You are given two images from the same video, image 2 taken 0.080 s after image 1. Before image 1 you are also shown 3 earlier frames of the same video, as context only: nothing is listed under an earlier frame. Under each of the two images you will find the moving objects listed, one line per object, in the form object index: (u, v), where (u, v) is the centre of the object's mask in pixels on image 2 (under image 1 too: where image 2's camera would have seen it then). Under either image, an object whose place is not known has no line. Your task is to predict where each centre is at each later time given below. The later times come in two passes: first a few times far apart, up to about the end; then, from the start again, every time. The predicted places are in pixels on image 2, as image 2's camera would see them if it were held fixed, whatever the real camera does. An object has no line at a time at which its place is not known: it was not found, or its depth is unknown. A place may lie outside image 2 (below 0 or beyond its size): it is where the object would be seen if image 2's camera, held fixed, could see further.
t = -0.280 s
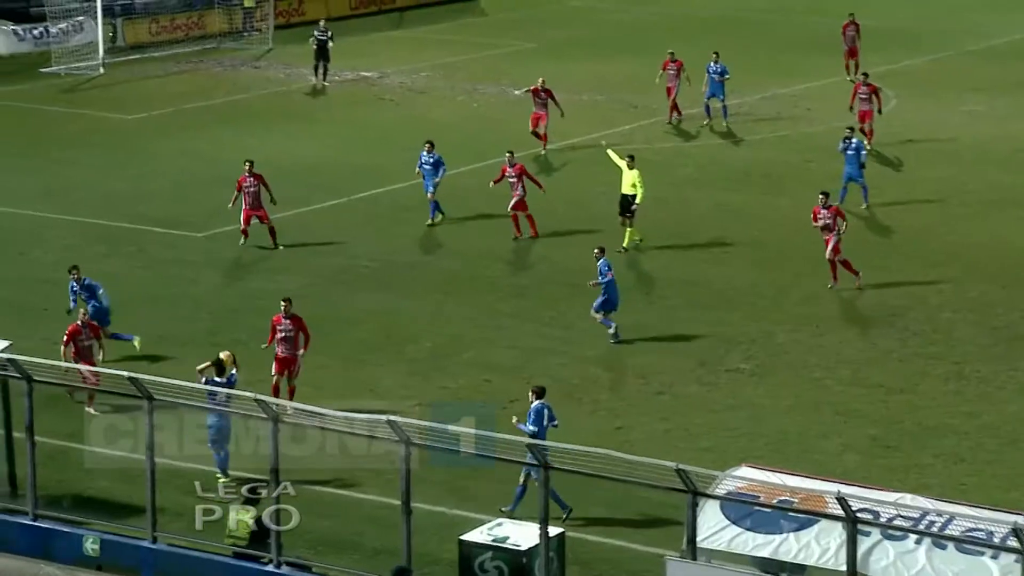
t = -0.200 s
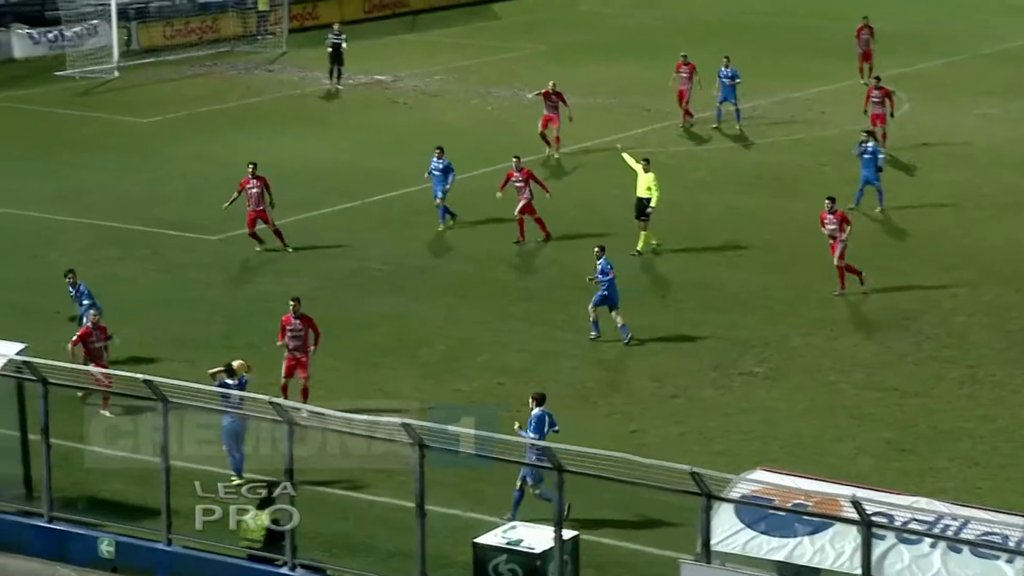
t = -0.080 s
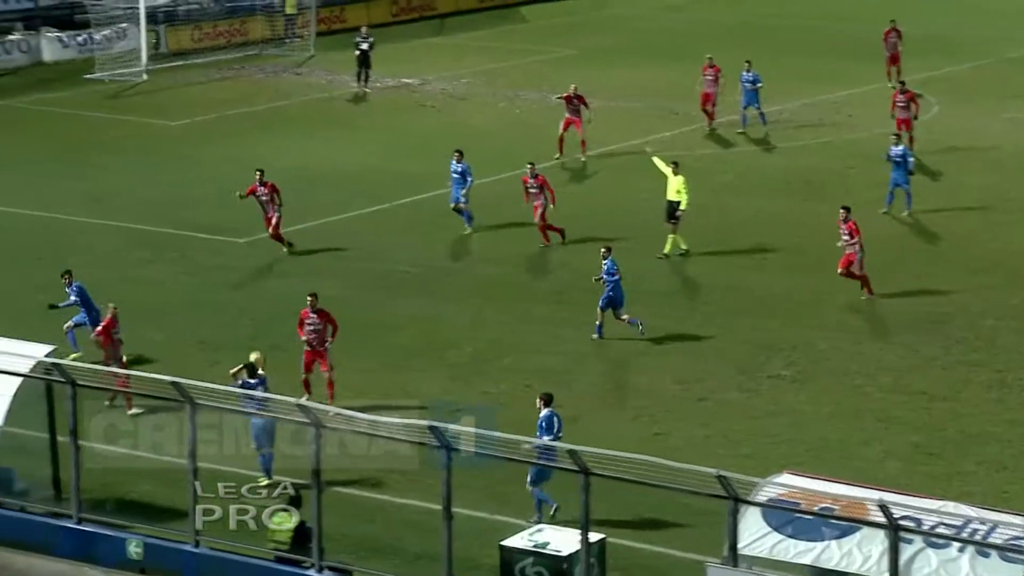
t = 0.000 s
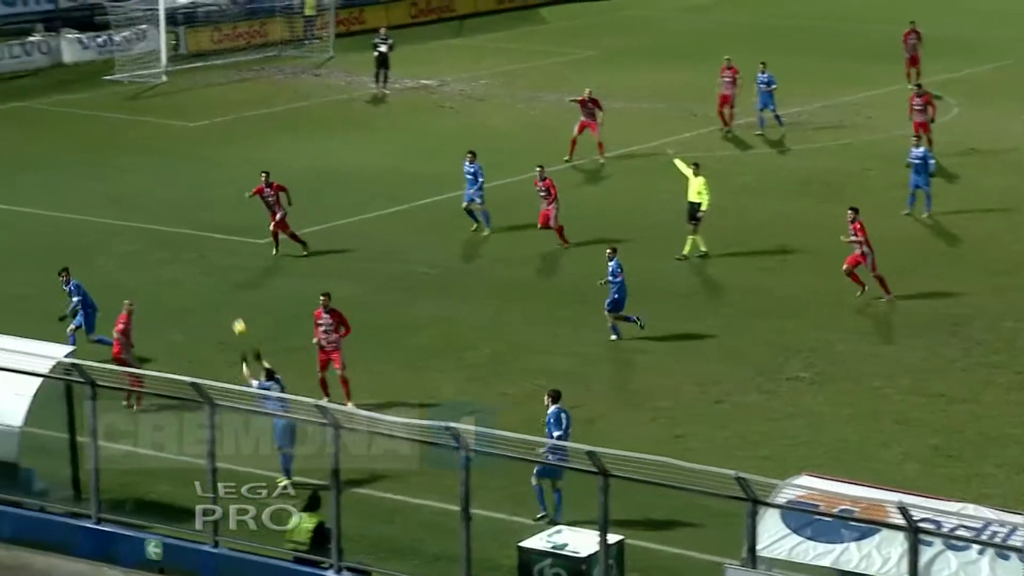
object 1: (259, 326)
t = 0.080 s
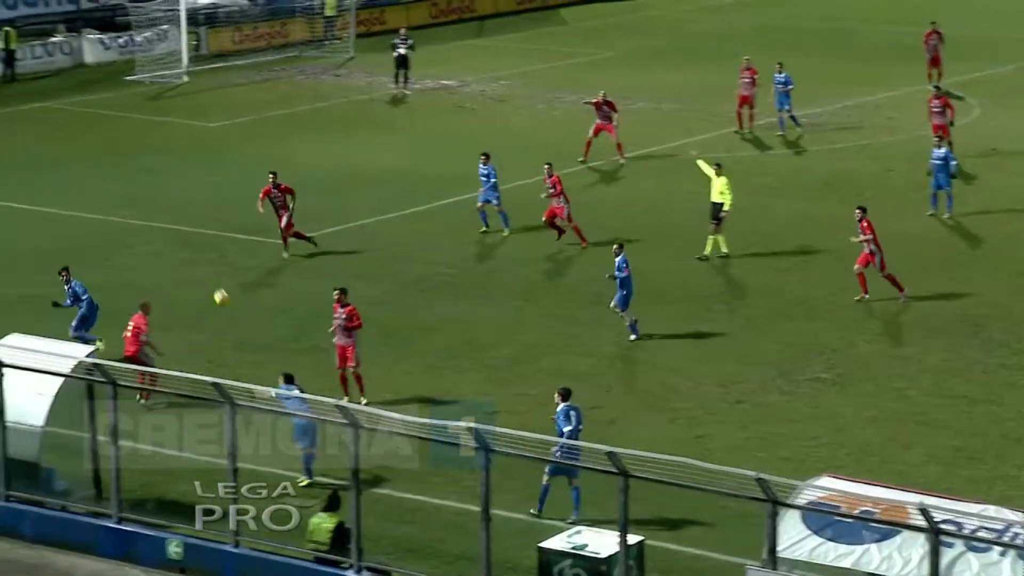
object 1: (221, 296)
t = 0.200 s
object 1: (164, 261)
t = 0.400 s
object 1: (76, 225)
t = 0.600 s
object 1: (-10, 214)
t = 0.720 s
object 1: (-59, 220)
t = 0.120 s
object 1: (201, 283)
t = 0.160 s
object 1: (182, 270)
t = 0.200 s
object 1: (164, 261)
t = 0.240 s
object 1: (146, 251)
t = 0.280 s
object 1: (129, 243)
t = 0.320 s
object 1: (111, 236)
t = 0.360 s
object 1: (93, 230)
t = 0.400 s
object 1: (76, 225)
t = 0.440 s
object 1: (58, 221)
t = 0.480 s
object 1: (40, 218)
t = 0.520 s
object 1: (23, 215)
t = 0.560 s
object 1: (6, 214)
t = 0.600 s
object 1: (-10, 214)
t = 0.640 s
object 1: (-28, 215)
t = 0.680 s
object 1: (-43, 218)
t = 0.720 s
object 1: (-59, 220)
